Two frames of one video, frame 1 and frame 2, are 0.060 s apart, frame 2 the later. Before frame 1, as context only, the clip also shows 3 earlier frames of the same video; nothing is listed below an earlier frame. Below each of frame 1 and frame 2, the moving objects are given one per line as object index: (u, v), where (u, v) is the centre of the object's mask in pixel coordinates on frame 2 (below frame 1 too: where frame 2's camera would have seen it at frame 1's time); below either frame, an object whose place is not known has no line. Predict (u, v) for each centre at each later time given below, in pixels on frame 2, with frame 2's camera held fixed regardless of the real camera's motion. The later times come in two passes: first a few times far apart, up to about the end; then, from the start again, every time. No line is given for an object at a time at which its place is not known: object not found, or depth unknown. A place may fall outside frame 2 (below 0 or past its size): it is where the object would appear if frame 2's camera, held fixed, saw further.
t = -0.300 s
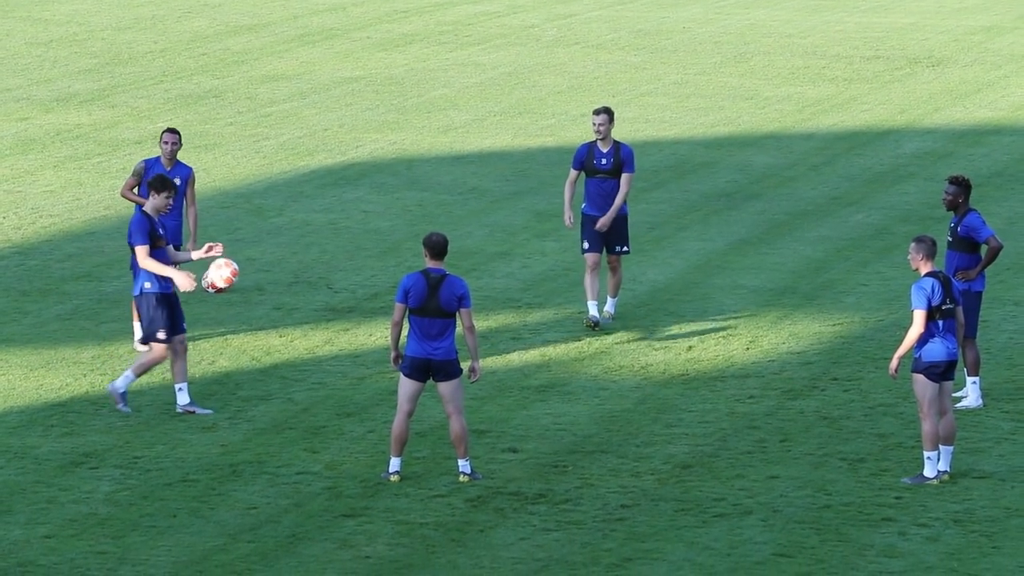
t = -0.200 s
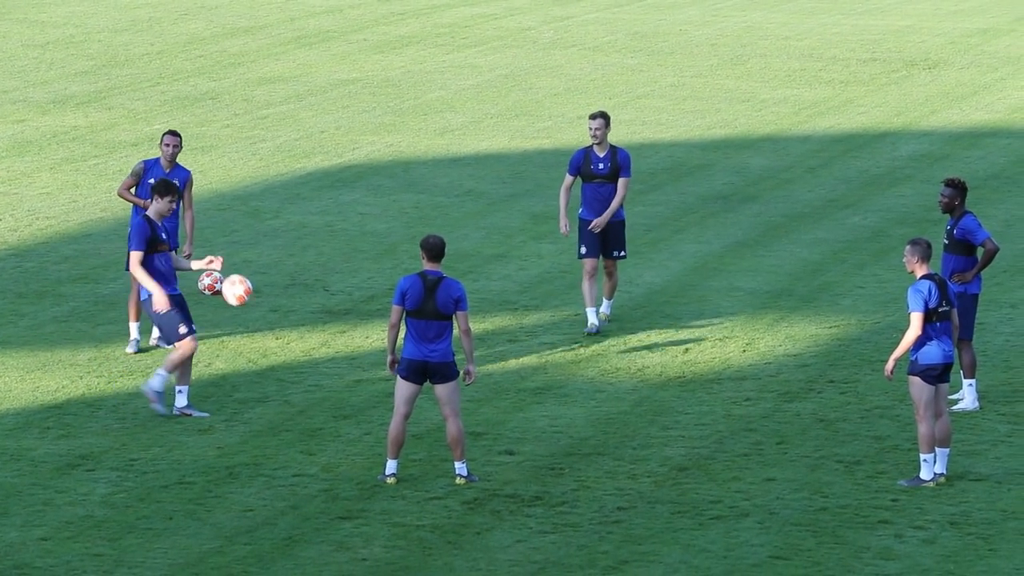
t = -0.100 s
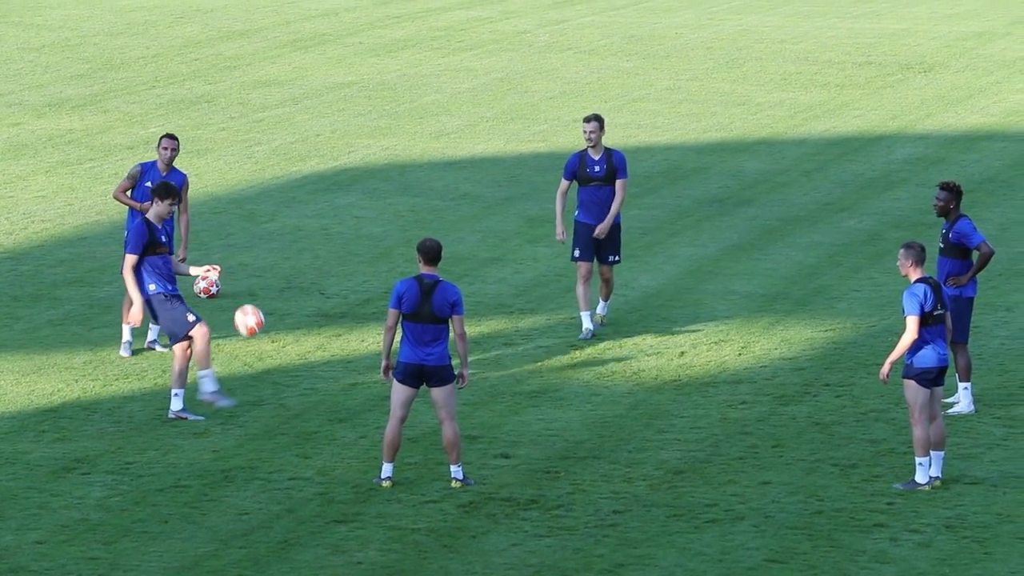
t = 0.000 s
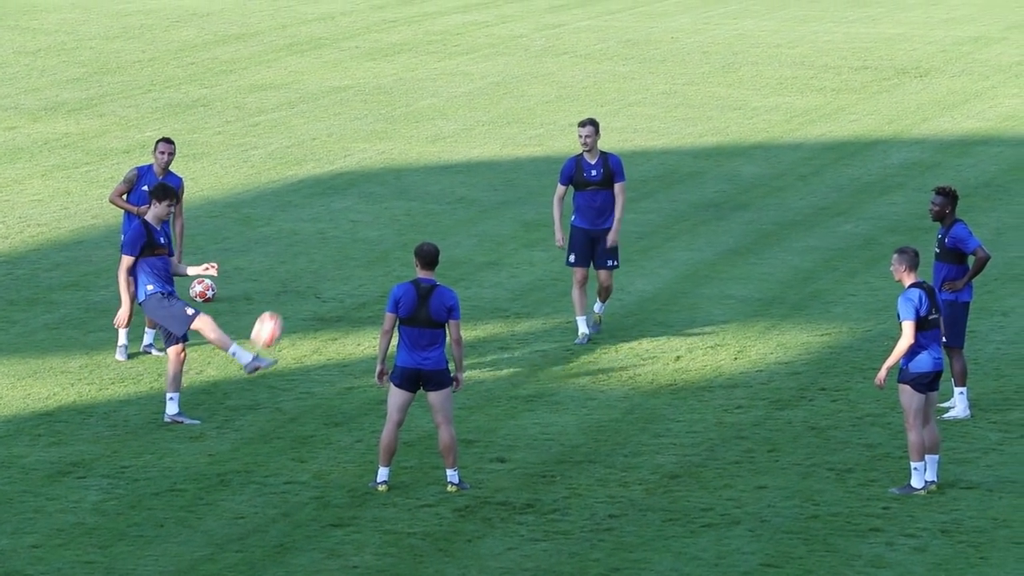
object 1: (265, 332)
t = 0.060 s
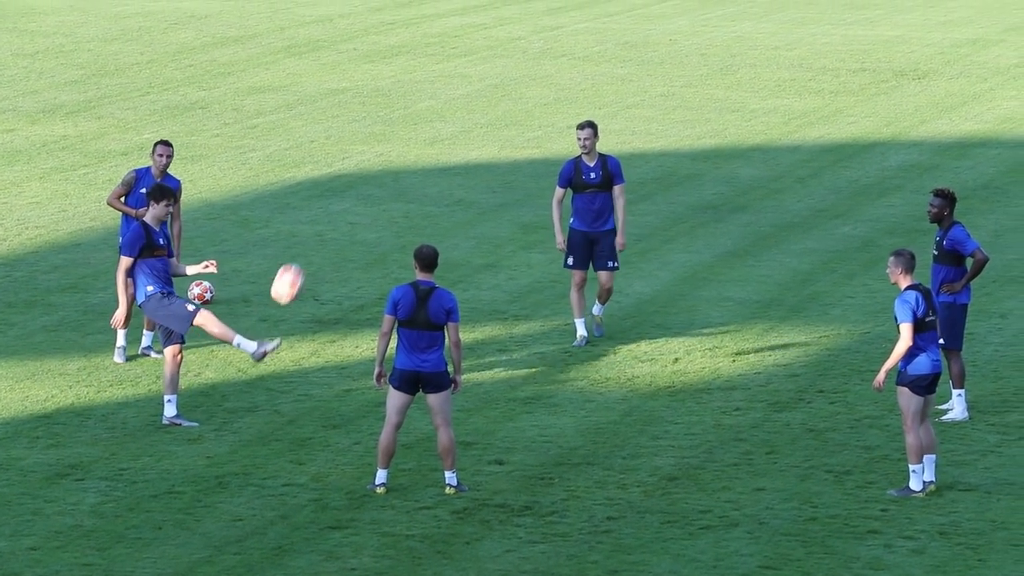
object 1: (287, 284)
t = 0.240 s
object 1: (356, 158)
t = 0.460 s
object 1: (441, 62)
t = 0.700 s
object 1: (532, 31)
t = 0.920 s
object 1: (616, 70)
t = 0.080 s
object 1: (294, 268)
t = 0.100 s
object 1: (302, 252)
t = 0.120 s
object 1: (310, 236)
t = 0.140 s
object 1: (318, 221)
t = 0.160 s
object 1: (325, 207)
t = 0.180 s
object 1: (333, 194)
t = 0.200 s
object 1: (340, 182)
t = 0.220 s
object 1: (348, 170)
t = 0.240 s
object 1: (356, 158)
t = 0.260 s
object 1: (363, 147)
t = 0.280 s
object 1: (372, 136)
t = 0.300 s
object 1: (379, 126)
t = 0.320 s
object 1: (387, 116)
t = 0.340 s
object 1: (394, 107)
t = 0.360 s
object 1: (401, 98)
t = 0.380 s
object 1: (410, 90)
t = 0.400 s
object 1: (418, 82)
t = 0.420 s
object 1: (425, 75)
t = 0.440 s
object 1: (433, 69)
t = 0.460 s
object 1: (441, 62)
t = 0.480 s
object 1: (448, 57)
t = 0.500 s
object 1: (456, 52)
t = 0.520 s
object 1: (464, 47)
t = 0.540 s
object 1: (471, 43)
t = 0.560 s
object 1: (479, 40)
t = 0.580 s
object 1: (486, 37)
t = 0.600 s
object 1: (493, 35)
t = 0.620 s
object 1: (501, 33)
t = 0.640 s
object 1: (509, 32)
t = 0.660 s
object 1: (516, 31)
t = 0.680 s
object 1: (524, 31)
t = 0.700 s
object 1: (532, 31)
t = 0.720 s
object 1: (540, 32)
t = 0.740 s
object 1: (548, 33)
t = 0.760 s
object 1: (555, 35)
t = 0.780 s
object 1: (563, 38)
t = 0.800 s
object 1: (569, 40)
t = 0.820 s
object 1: (578, 44)
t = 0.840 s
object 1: (586, 48)
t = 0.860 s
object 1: (593, 53)
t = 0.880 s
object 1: (600, 58)
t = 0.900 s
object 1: (608, 63)
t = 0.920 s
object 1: (616, 70)
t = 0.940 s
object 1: (624, 77)
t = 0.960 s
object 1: (632, 84)
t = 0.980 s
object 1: (639, 92)
